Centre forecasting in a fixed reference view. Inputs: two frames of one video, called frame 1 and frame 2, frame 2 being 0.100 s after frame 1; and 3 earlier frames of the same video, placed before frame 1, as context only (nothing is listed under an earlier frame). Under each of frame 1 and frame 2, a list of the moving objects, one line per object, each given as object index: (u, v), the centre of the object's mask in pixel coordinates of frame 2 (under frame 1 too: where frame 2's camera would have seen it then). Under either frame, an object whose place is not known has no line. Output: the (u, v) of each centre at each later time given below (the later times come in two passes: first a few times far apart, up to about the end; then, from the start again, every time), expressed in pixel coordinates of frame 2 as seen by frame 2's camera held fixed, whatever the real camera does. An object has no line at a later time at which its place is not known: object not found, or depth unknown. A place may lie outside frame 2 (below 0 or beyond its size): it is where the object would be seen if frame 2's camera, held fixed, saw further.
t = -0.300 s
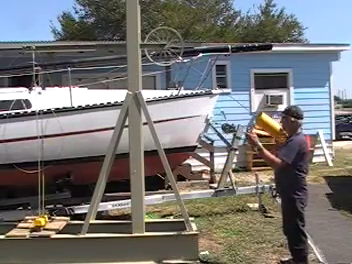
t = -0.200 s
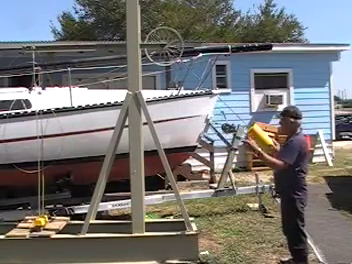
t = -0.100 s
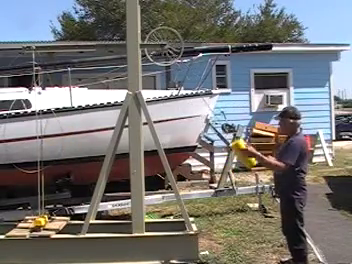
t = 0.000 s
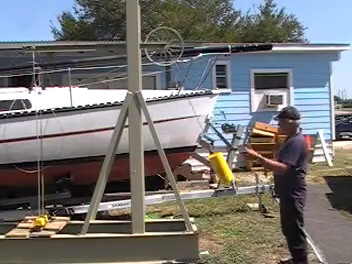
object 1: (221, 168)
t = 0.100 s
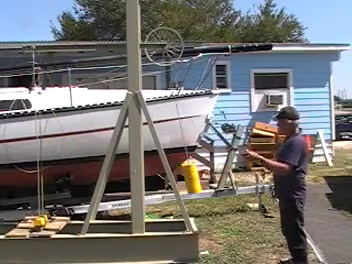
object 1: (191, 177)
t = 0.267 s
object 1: (144, 173)
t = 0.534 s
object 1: (74, 147)
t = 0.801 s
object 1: (54, 126)
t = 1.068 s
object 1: (70, 143)
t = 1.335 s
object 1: (126, 178)
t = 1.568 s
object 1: (204, 174)
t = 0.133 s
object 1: (182, 178)
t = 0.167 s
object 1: (168, 179)
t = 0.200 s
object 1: (159, 182)
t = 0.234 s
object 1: (150, 179)
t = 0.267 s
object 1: (144, 173)
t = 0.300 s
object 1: (124, 178)
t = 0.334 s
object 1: (117, 174)
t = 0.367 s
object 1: (111, 170)
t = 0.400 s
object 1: (97, 165)
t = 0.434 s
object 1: (92, 161)
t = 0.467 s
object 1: (85, 157)
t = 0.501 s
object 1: (79, 152)
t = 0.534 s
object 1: (74, 147)
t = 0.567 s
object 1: (69, 142)
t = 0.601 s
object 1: (65, 139)
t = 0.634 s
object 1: (62, 135)
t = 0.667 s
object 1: (59, 132)
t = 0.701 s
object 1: (57, 129)
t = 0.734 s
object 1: (55, 127)
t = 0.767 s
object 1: (55, 126)
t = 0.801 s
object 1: (54, 126)
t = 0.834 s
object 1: (54, 126)
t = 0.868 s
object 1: (55, 126)
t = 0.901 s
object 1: (56, 128)
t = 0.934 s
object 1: (57, 130)
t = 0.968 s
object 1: (60, 132)
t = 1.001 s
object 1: (62, 136)
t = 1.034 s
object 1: (66, 140)
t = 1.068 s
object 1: (70, 143)
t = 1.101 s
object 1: (75, 148)
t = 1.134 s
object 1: (80, 153)
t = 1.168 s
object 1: (86, 157)
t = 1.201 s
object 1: (93, 162)
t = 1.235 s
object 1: (100, 165)
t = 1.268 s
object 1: (113, 170)
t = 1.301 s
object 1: (119, 174)
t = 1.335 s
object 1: (126, 178)
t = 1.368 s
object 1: (146, 176)
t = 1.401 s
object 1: (151, 179)
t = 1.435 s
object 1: (161, 182)
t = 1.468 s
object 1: (174, 179)
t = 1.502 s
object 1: (183, 178)
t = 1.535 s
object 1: (193, 176)
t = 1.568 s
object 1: (204, 174)
